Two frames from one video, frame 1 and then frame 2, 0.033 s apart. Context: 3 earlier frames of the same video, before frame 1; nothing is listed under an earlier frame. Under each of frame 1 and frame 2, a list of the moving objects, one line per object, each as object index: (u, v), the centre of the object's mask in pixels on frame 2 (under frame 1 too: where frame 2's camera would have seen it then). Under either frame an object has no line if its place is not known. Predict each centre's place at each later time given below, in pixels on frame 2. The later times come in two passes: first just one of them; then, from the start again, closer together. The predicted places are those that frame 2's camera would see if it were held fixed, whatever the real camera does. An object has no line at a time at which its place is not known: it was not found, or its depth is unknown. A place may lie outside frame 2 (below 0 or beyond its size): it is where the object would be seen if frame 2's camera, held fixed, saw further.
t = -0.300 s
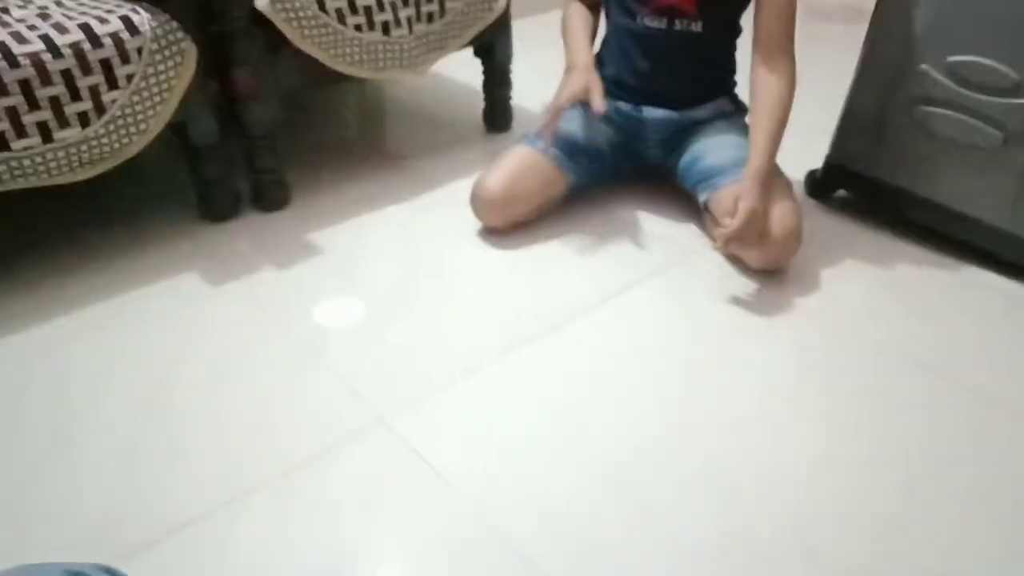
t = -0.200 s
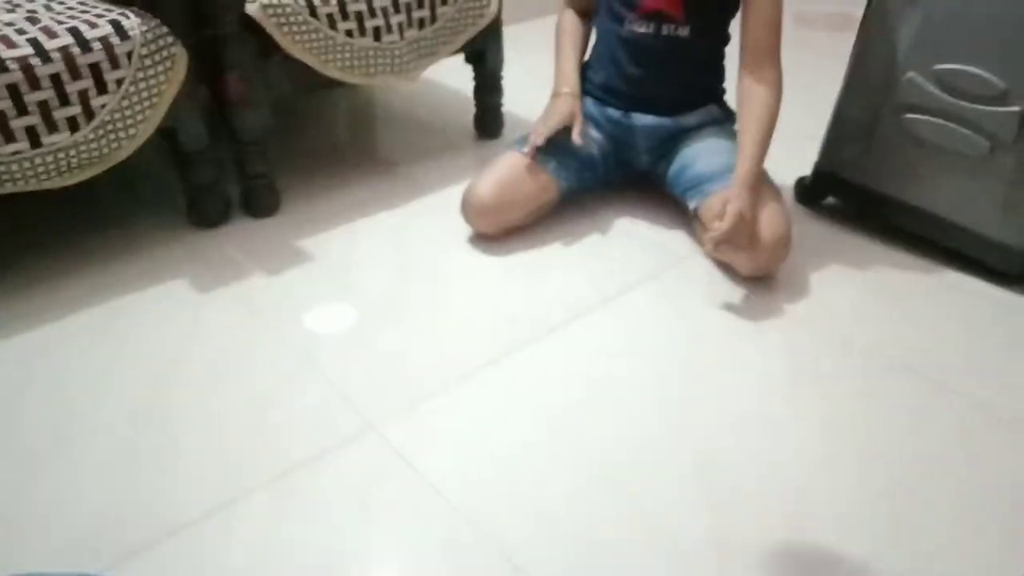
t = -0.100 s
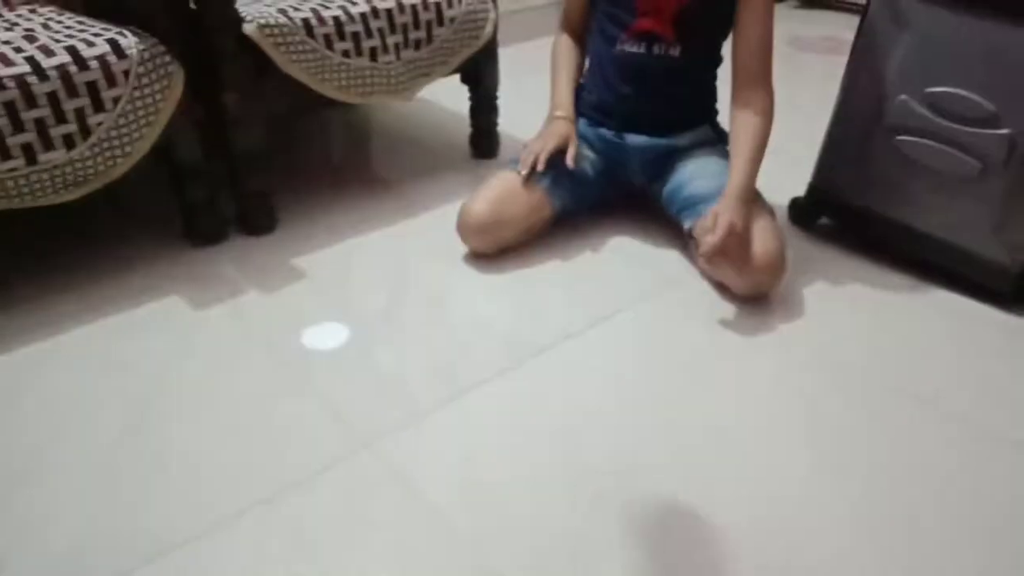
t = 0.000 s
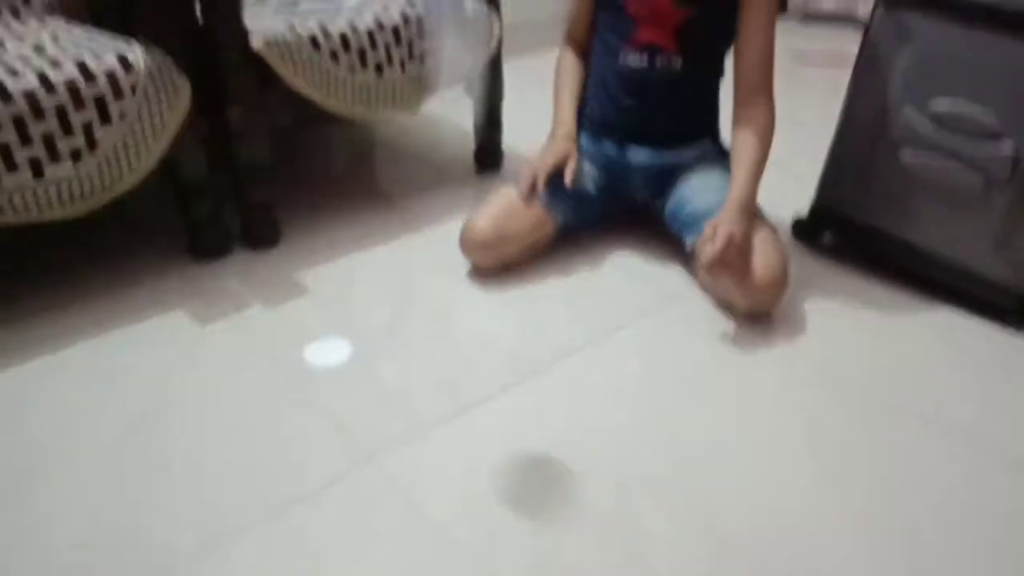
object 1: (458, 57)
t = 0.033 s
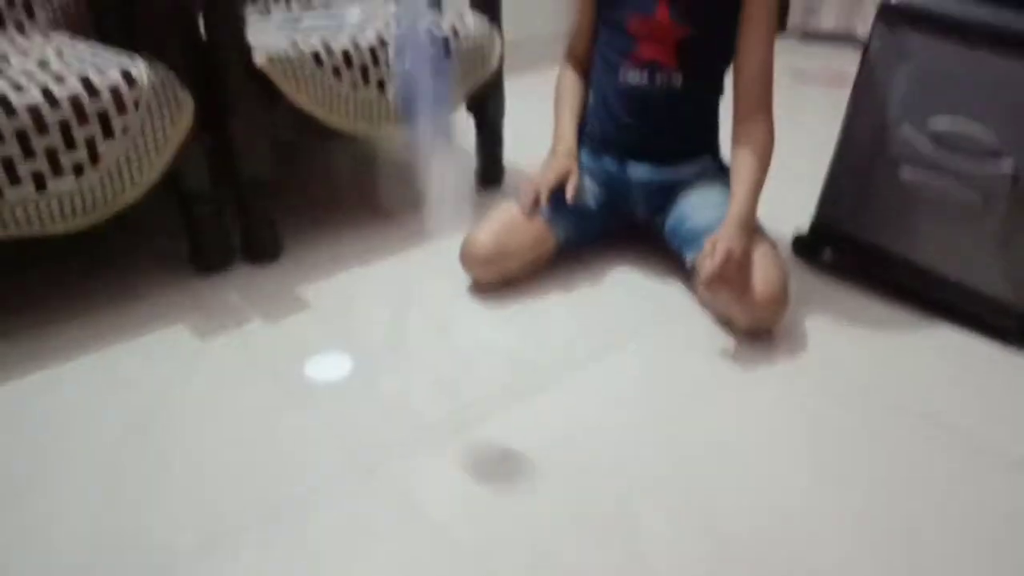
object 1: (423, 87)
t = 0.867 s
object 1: (272, 386)
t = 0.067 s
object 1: (416, 186)
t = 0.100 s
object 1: (421, 318)
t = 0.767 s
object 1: (292, 379)
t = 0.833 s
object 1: (280, 383)
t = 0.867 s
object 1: (272, 386)
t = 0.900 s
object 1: (266, 389)
